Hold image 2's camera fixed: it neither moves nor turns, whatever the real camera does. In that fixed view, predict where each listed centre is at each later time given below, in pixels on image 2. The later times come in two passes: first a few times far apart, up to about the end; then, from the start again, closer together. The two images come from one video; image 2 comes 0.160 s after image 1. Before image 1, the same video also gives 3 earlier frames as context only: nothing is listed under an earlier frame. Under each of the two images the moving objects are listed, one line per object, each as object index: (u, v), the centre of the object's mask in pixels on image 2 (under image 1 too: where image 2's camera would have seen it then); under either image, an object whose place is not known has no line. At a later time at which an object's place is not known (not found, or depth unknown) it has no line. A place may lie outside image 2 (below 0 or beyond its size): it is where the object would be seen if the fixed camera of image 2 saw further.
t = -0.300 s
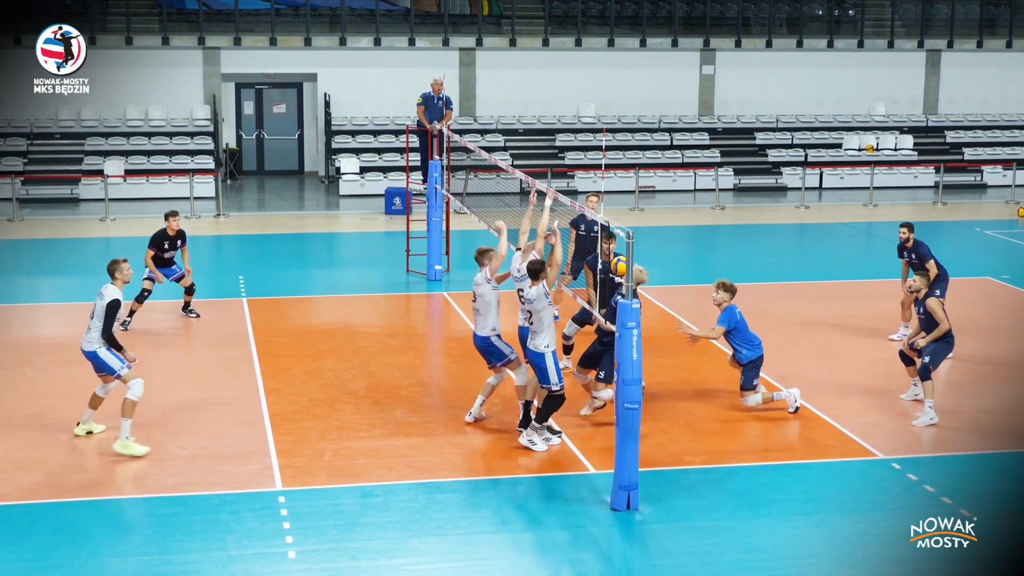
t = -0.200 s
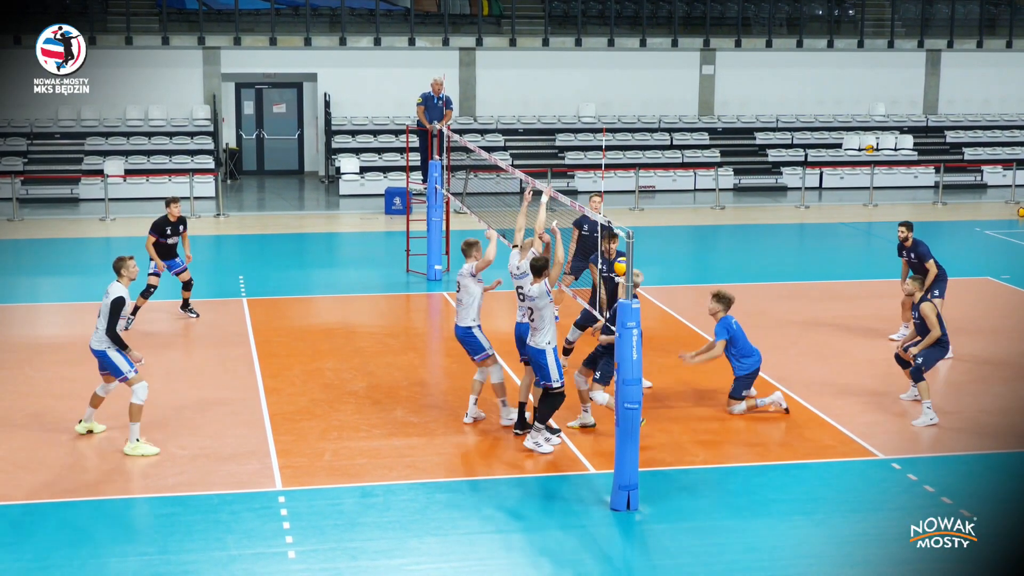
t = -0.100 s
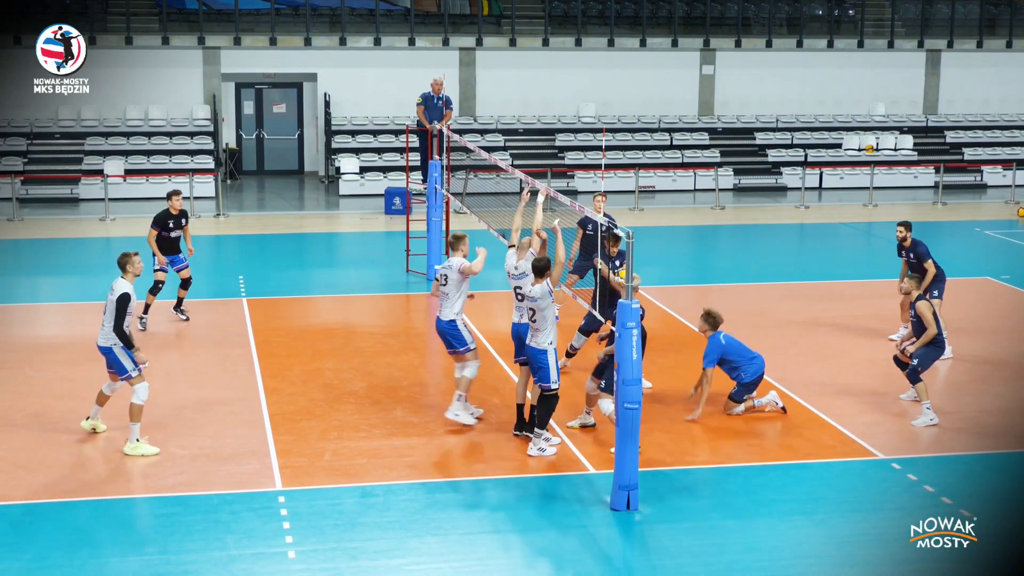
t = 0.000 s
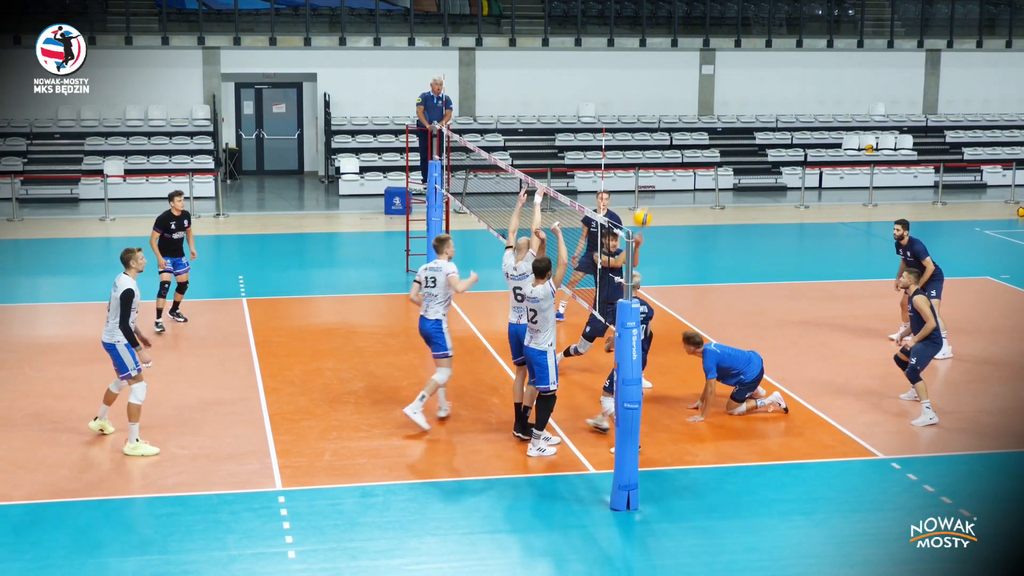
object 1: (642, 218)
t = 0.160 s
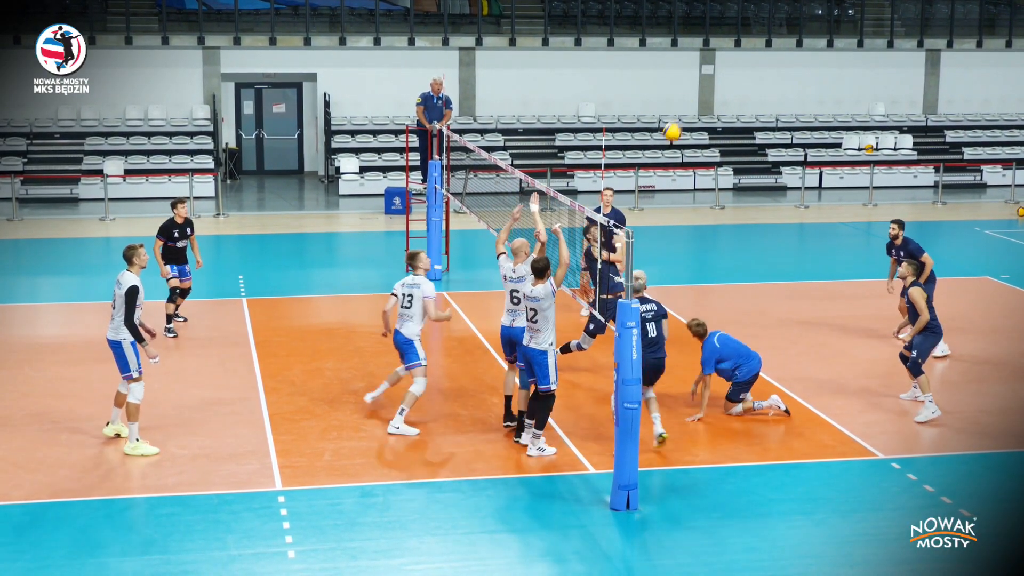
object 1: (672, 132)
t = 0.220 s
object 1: (684, 105)
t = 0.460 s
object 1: (727, 30)
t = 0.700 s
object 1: (767, 7)
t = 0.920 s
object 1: (802, 28)
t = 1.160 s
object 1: (837, 99)
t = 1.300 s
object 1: (855, 163)
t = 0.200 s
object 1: (680, 114)
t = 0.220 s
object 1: (684, 105)
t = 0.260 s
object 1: (691, 89)
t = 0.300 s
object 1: (698, 75)
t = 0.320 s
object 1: (702, 68)
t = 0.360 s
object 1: (709, 55)
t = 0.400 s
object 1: (716, 44)
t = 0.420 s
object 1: (720, 39)
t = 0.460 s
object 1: (727, 30)
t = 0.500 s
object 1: (733, 23)
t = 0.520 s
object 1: (737, 20)
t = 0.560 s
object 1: (744, 14)
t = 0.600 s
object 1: (750, 10)
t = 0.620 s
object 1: (754, 9)
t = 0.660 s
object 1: (760, 8)
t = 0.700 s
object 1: (767, 7)
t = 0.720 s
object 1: (770, 7)
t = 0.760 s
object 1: (777, 8)
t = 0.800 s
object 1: (784, 10)
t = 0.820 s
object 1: (787, 13)
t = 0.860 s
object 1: (793, 18)
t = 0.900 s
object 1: (799, 24)
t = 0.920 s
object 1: (802, 28)
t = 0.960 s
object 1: (808, 35)
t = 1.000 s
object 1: (814, 46)
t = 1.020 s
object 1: (817, 52)
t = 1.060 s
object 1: (823, 64)
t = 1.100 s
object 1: (829, 77)
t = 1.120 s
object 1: (831, 84)
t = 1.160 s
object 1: (837, 99)
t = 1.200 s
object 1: (843, 116)
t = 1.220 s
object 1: (845, 125)
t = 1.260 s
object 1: (850, 143)
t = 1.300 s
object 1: (855, 163)
